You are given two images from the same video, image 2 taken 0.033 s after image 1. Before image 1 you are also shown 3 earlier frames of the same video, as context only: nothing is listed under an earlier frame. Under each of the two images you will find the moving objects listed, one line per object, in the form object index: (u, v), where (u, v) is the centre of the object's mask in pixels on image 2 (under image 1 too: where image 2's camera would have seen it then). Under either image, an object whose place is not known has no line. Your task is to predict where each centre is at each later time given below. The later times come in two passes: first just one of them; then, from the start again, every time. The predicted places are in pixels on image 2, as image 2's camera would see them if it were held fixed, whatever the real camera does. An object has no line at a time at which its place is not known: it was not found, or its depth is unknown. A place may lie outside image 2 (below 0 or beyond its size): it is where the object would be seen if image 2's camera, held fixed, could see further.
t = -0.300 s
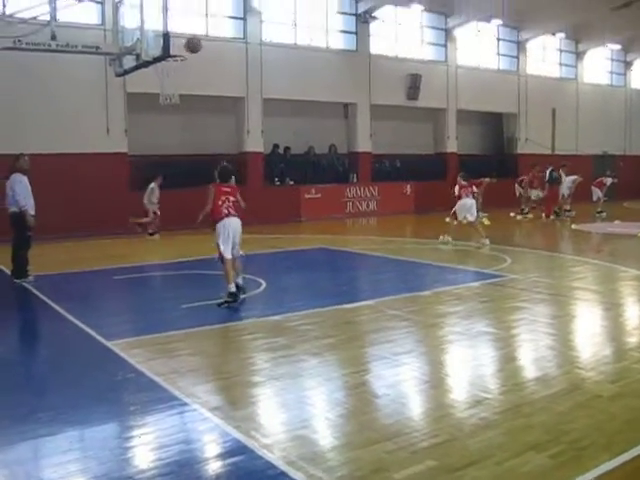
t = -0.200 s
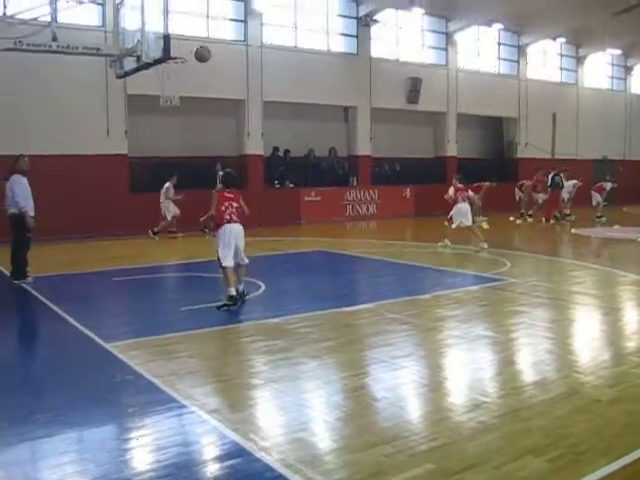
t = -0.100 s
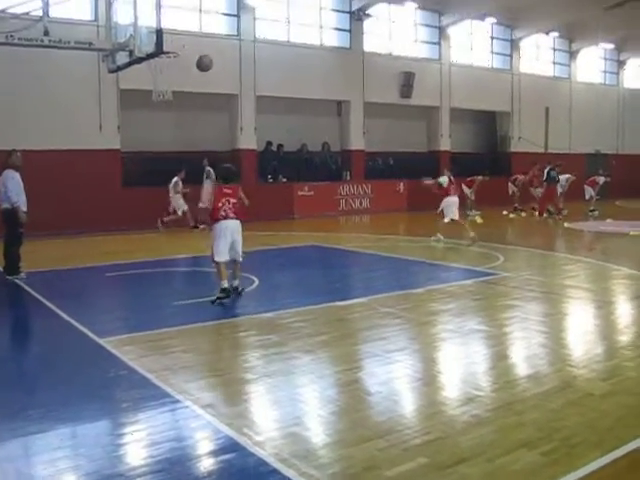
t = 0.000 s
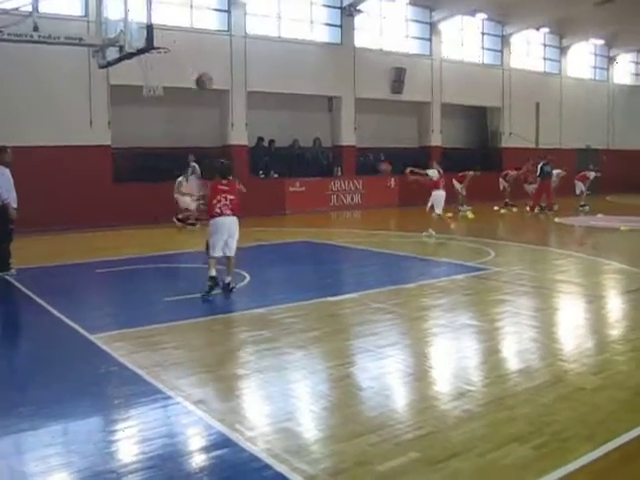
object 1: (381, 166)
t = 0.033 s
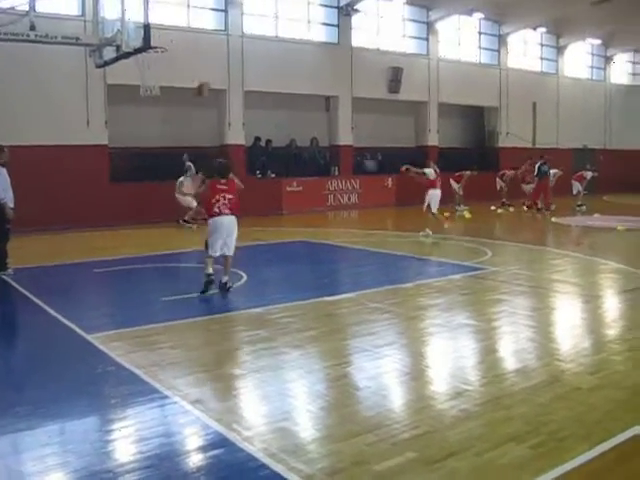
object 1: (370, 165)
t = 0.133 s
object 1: (335, 163)
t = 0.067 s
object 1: (359, 163)
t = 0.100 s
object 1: (346, 159)
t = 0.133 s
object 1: (335, 163)
